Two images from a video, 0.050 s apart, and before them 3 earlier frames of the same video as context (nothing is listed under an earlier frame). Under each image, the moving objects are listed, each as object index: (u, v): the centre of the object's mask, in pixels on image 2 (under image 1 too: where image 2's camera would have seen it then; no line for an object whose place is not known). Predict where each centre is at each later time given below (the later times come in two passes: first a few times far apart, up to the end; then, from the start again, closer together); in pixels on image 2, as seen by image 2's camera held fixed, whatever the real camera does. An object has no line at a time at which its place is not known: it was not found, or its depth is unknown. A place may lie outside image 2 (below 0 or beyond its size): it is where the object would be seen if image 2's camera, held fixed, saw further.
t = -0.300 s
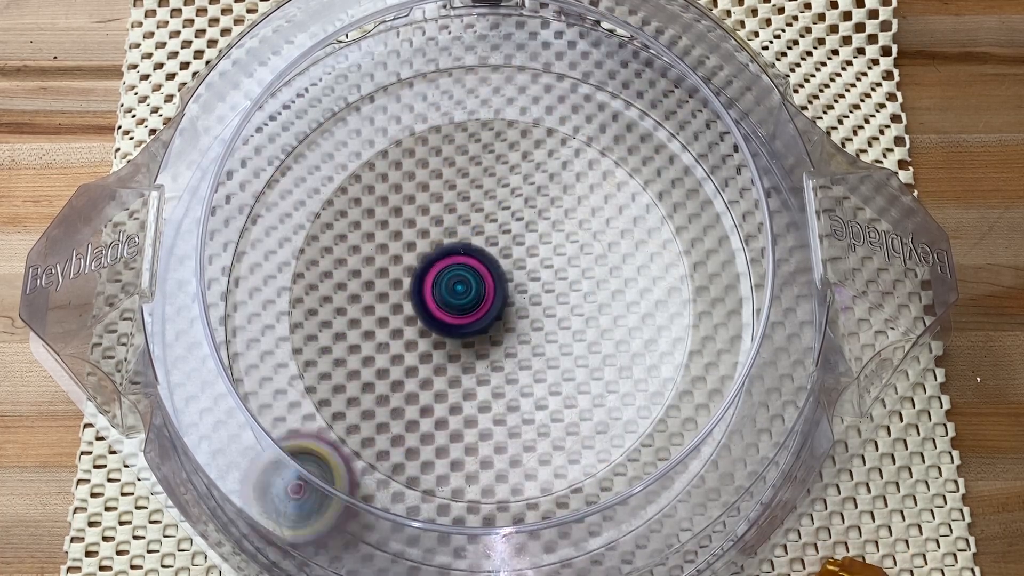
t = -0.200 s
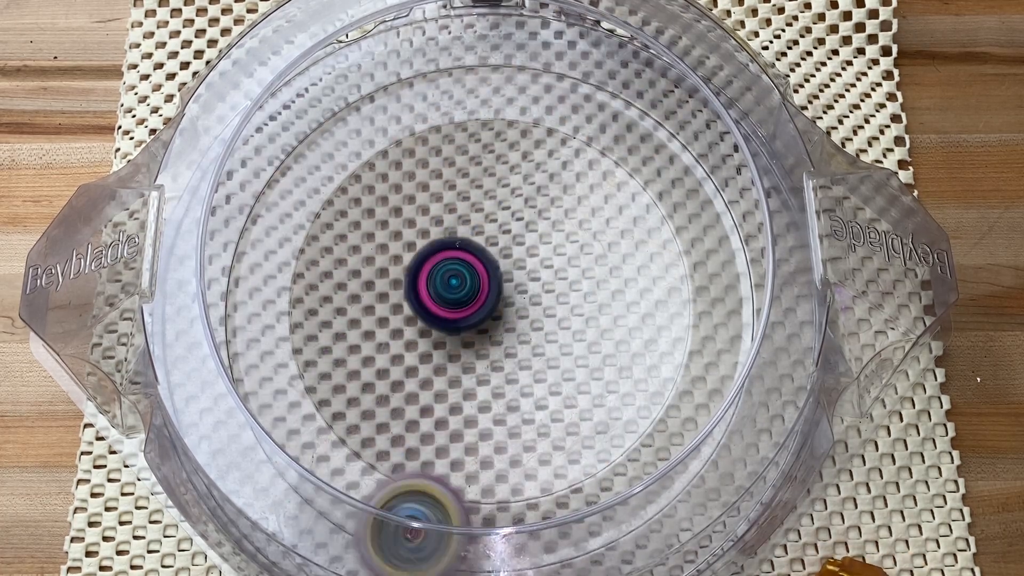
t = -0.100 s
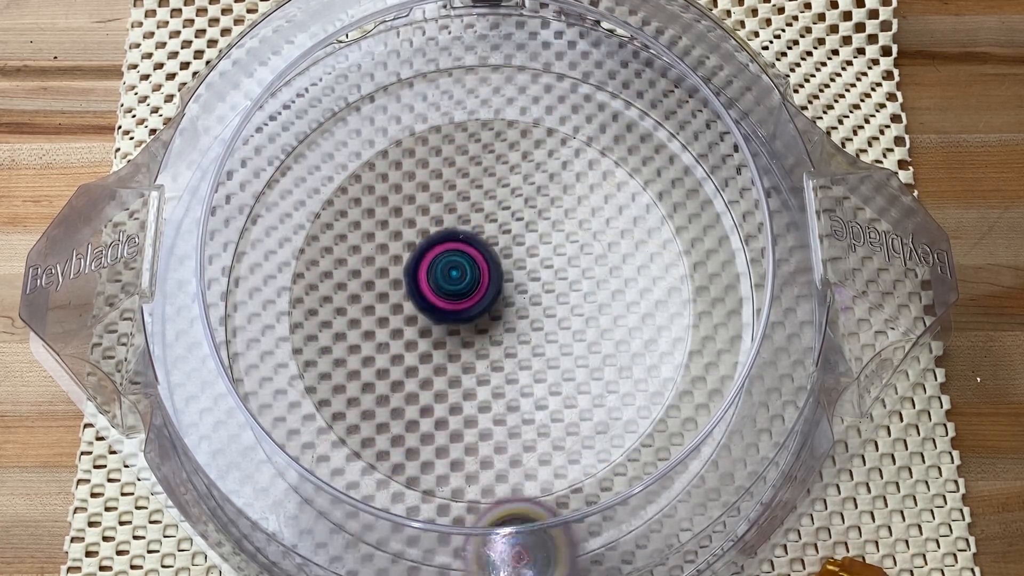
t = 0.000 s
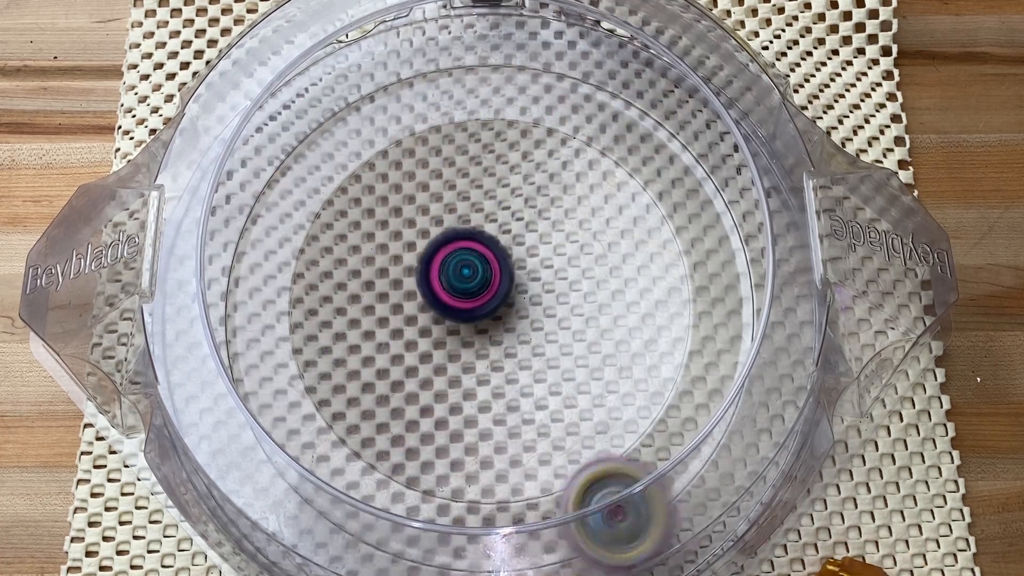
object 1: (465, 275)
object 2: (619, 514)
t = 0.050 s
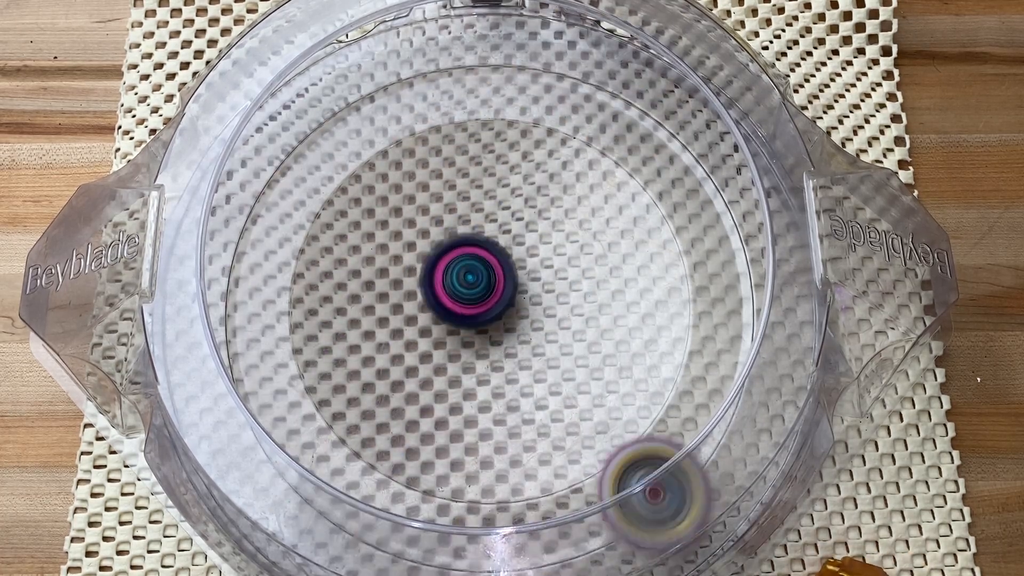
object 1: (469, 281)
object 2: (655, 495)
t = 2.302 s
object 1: (644, 215)
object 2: (684, 355)
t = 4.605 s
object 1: (463, 248)
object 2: (512, 327)
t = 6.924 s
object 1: (556, 373)
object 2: (498, 286)
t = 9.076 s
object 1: (428, 215)
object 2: (492, 339)
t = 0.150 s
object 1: (469, 292)
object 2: (707, 436)
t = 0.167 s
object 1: (469, 294)
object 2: (715, 426)
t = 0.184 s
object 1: (468, 295)
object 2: (720, 419)
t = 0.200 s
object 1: (468, 296)
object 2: (719, 406)
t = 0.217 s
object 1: (468, 297)
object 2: (724, 399)
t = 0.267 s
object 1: (466, 301)
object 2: (732, 374)
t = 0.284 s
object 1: (466, 302)
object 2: (734, 367)
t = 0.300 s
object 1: (465, 303)
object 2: (735, 360)
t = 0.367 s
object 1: (462, 306)
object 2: (733, 333)
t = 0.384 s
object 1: (462, 306)
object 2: (732, 327)
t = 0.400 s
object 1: (461, 307)
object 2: (721, 319)
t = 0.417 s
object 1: (460, 308)
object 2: (720, 313)
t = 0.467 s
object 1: (459, 309)
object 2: (717, 296)
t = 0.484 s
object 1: (458, 309)
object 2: (715, 291)
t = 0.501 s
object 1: (457, 309)
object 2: (711, 286)
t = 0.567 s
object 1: (456, 309)
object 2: (685, 261)
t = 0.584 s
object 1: (455, 309)
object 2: (676, 256)
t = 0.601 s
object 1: (455, 308)
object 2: (664, 251)
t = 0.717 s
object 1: (463, 309)
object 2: (547, 225)
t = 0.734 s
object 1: (465, 309)
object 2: (525, 225)
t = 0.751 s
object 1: (463, 315)
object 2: (506, 222)
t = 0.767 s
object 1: (456, 323)
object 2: (492, 212)
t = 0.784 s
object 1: (450, 330)
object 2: (478, 205)
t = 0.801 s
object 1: (446, 335)
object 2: (464, 198)
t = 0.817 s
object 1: (441, 338)
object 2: (449, 192)
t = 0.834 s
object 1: (438, 338)
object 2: (435, 190)
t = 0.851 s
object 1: (436, 338)
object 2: (422, 189)
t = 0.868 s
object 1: (433, 336)
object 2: (409, 189)
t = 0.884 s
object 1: (431, 334)
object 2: (397, 191)
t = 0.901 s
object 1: (429, 331)
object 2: (386, 194)
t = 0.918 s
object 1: (427, 329)
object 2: (376, 201)
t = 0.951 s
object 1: (425, 324)
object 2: (358, 214)
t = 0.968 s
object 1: (424, 320)
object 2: (352, 223)
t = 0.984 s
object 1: (424, 318)
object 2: (347, 233)
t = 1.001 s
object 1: (424, 314)
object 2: (342, 244)
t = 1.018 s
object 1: (425, 312)
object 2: (340, 256)
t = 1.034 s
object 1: (434, 314)
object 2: (330, 262)
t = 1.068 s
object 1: (461, 319)
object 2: (301, 273)
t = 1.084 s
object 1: (470, 320)
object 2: (289, 279)
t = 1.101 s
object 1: (478, 321)
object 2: (280, 287)
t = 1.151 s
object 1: (491, 325)
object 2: (258, 310)
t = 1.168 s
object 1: (492, 326)
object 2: (254, 316)
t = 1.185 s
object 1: (493, 329)
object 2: (251, 321)
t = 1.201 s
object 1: (494, 331)
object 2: (248, 326)
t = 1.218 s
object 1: (494, 334)
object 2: (246, 329)
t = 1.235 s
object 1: (494, 336)
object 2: (244, 333)
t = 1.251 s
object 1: (494, 339)
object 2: (245, 337)
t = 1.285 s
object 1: (492, 344)
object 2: (252, 349)
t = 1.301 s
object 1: (492, 345)
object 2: (256, 354)
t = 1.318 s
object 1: (491, 346)
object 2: (259, 359)
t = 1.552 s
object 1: (478, 357)
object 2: (298, 394)
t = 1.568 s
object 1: (477, 357)
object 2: (301, 395)
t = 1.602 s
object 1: (474, 356)
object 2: (309, 397)
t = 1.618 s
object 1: (473, 354)
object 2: (315, 397)
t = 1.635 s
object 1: (473, 353)
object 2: (323, 397)
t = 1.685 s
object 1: (471, 344)
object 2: (357, 394)
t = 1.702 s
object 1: (471, 342)
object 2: (371, 393)
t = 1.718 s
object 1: (474, 340)
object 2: (388, 392)
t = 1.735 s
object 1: (479, 335)
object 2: (401, 392)
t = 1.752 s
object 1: (486, 328)
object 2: (410, 398)
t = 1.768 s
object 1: (494, 322)
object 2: (421, 402)
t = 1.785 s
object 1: (500, 317)
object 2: (433, 407)
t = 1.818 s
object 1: (511, 312)
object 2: (463, 409)
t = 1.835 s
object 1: (516, 311)
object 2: (481, 408)
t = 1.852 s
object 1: (520, 311)
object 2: (497, 406)
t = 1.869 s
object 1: (523, 311)
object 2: (514, 402)
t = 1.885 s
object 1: (525, 304)
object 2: (531, 408)
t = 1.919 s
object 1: (526, 266)
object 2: (571, 435)
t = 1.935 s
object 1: (527, 251)
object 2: (590, 445)
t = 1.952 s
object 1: (529, 237)
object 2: (604, 449)
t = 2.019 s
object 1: (537, 200)
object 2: (671, 475)
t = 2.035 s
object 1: (541, 196)
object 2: (683, 477)
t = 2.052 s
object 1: (545, 193)
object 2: (691, 477)
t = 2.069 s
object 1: (551, 191)
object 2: (696, 471)
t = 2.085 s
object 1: (557, 189)
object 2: (699, 463)
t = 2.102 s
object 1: (564, 190)
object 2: (701, 456)
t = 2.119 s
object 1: (571, 191)
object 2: (702, 444)
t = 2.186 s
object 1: (603, 196)
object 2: (698, 404)
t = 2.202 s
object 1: (610, 198)
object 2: (697, 395)
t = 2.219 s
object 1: (617, 200)
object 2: (689, 384)
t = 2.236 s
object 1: (623, 203)
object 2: (690, 378)
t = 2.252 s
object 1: (629, 206)
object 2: (689, 373)
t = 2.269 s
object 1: (634, 208)
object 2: (689, 367)
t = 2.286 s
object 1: (640, 212)
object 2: (687, 362)
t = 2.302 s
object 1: (644, 215)
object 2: (684, 355)
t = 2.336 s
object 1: (652, 222)
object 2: (670, 339)
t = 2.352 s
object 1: (655, 226)
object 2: (662, 329)
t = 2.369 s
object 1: (658, 227)
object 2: (650, 321)
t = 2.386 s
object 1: (659, 225)
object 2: (639, 319)
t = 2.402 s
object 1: (660, 223)
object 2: (626, 322)
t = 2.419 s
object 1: (660, 222)
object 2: (614, 326)
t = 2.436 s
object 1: (659, 223)
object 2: (599, 330)
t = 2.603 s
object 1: (654, 253)
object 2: (480, 321)
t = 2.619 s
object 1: (653, 257)
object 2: (469, 320)
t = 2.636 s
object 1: (650, 261)
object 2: (459, 320)
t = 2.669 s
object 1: (645, 269)
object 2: (442, 321)
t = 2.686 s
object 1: (642, 272)
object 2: (435, 322)
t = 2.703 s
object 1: (638, 276)
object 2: (427, 323)
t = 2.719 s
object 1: (635, 280)
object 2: (424, 322)
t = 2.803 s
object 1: (610, 299)
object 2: (414, 319)
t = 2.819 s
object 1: (604, 303)
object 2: (414, 318)
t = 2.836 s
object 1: (597, 306)
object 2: (415, 319)
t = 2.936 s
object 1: (552, 323)
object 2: (445, 325)
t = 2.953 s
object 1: (547, 323)
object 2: (446, 326)
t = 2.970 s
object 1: (555, 319)
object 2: (436, 330)
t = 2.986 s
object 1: (561, 315)
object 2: (426, 334)
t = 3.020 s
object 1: (566, 308)
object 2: (410, 346)
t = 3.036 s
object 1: (565, 306)
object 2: (403, 350)
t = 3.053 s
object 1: (563, 305)
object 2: (396, 357)
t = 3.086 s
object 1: (557, 306)
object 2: (385, 366)
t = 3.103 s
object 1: (552, 308)
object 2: (381, 372)
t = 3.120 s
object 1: (548, 308)
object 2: (376, 377)
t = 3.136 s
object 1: (543, 308)
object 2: (370, 383)
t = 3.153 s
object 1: (539, 308)
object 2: (368, 389)
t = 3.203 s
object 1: (526, 306)
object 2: (363, 405)
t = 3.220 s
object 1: (522, 304)
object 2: (363, 409)
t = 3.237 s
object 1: (517, 302)
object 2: (362, 414)
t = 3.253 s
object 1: (513, 300)
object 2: (361, 417)
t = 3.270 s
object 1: (510, 298)
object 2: (361, 421)
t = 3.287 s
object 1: (506, 295)
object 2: (364, 425)
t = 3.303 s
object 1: (503, 293)
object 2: (367, 427)
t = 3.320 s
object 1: (499, 290)
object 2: (370, 428)
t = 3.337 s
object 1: (496, 287)
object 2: (374, 429)
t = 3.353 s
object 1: (493, 284)
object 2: (378, 428)
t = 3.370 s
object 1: (491, 281)
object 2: (381, 428)
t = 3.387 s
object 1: (489, 278)
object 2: (386, 429)
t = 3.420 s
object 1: (485, 272)
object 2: (398, 426)
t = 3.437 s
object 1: (484, 269)
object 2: (404, 423)
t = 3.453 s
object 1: (482, 266)
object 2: (412, 418)
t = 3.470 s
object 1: (480, 263)
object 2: (418, 413)
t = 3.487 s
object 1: (480, 261)
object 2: (423, 408)
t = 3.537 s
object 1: (478, 254)
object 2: (443, 387)
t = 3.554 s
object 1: (478, 251)
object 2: (450, 379)
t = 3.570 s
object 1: (478, 250)
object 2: (456, 368)
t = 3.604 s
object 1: (478, 246)
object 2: (465, 346)
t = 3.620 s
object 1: (479, 244)
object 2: (469, 336)
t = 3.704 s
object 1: (485, 224)
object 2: (478, 321)
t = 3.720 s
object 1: (485, 223)
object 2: (478, 319)
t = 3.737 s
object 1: (486, 222)
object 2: (479, 317)
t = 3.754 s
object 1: (487, 220)
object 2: (479, 318)
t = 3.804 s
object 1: (491, 219)
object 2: (473, 320)
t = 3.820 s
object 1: (492, 219)
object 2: (472, 322)
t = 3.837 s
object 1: (493, 220)
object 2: (473, 324)
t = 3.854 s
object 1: (494, 222)
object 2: (473, 325)
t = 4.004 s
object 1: (496, 240)
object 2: (475, 332)
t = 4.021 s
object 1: (497, 241)
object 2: (474, 335)
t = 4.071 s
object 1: (497, 248)
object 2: (475, 340)
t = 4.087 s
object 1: (496, 251)
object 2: (475, 342)
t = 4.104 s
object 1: (495, 252)
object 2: (477, 341)
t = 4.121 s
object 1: (495, 252)
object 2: (479, 344)
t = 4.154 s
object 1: (493, 256)
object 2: (479, 347)
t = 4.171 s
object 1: (492, 258)
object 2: (480, 348)
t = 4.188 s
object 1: (491, 257)
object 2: (481, 349)
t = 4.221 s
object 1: (489, 256)
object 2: (483, 356)
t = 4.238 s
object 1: (488, 257)
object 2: (483, 358)
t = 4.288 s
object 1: (485, 261)
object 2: (491, 353)
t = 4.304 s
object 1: (484, 261)
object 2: (491, 350)
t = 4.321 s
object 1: (482, 262)
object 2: (494, 351)
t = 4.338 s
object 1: (479, 258)
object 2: (499, 353)
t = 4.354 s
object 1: (476, 255)
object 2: (506, 354)
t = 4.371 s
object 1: (474, 254)
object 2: (510, 354)
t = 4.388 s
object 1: (472, 253)
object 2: (512, 354)
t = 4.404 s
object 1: (471, 253)
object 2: (515, 352)
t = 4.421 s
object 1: (471, 252)
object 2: (517, 351)
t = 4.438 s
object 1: (470, 253)
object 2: (519, 347)
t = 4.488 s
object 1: (468, 253)
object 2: (517, 337)
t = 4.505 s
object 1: (467, 253)
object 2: (517, 334)
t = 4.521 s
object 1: (465, 252)
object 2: (515, 331)
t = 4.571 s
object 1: (464, 249)
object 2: (515, 330)
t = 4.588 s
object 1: (463, 248)
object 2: (514, 328)
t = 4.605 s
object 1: (463, 248)
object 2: (512, 327)
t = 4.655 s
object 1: (464, 247)
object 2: (511, 328)
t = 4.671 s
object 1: (464, 247)
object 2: (510, 327)
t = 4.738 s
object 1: (466, 250)
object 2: (513, 330)
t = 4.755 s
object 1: (467, 252)
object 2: (513, 331)
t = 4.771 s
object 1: (467, 253)
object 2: (515, 333)
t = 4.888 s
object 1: (465, 264)
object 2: (535, 336)
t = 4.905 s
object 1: (465, 266)
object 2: (537, 333)
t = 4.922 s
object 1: (463, 268)
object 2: (537, 329)
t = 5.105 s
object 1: (447, 282)
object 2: (536, 318)
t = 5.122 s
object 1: (446, 283)
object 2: (535, 316)
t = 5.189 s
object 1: (446, 289)
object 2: (540, 317)
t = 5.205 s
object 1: (446, 292)
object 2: (541, 318)
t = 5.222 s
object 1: (446, 294)
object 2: (541, 317)
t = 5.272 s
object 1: (445, 301)
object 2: (540, 316)
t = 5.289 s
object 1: (444, 302)
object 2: (541, 316)
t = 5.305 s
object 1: (444, 303)
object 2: (542, 316)
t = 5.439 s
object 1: (443, 319)
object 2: (545, 309)
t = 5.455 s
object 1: (442, 320)
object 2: (550, 306)
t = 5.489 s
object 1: (445, 324)
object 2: (552, 301)
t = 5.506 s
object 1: (446, 327)
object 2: (554, 298)
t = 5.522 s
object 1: (447, 329)
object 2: (554, 295)
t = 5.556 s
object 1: (448, 333)
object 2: (551, 292)
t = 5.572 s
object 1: (449, 334)
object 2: (549, 290)
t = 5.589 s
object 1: (449, 335)
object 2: (545, 289)
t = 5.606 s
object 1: (450, 337)
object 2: (543, 289)
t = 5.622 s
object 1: (451, 338)
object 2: (540, 288)
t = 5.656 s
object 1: (451, 341)
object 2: (533, 288)
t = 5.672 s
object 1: (452, 341)
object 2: (531, 286)
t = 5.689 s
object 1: (451, 343)
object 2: (531, 282)
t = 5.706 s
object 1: (452, 344)
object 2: (531, 282)
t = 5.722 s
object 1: (454, 345)
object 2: (531, 279)
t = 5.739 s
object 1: (455, 346)
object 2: (531, 276)
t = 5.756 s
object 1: (458, 346)
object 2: (529, 277)
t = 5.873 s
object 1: (467, 354)
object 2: (520, 272)
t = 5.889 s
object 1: (468, 354)
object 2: (518, 271)
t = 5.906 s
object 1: (469, 356)
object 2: (516, 272)
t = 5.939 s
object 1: (468, 362)
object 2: (517, 264)
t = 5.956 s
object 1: (469, 364)
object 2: (515, 262)
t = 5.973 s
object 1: (468, 365)
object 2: (514, 262)
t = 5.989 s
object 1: (469, 365)
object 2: (512, 260)
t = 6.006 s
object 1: (470, 366)
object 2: (508, 261)
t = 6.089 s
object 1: (474, 366)
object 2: (497, 269)
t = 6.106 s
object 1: (475, 366)
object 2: (493, 272)
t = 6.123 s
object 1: (476, 367)
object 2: (493, 271)
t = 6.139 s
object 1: (476, 374)
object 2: (493, 263)
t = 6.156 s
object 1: (477, 380)
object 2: (491, 254)
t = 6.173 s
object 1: (478, 384)
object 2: (489, 244)
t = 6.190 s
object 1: (479, 386)
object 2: (485, 237)
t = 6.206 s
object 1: (481, 387)
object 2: (482, 233)
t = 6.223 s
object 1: (483, 389)
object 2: (477, 227)
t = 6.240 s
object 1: (484, 390)
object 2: (470, 224)
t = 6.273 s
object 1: (487, 391)
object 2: (459, 221)
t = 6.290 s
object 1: (488, 391)
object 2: (452, 221)
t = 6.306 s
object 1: (489, 390)
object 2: (447, 224)
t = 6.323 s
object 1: (491, 390)
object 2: (442, 226)
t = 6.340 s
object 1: (492, 388)
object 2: (435, 229)
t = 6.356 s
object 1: (493, 386)
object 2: (432, 236)
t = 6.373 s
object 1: (496, 386)
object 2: (429, 240)
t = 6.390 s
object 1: (497, 384)
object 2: (425, 247)
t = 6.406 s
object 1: (499, 383)
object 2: (425, 255)
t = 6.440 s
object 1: (503, 382)
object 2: (425, 269)
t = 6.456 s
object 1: (504, 381)
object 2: (429, 277)
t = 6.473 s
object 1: (505, 380)
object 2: (432, 283)
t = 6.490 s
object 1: (507, 378)
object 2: (434, 291)
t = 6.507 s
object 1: (508, 377)
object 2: (440, 297)
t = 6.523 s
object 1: (510, 376)
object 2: (446, 300)
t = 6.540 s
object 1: (515, 378)
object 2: (448, 301)
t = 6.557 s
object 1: (523, 384)
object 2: (444, 294)
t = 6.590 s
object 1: (536, 392)
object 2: (444, 284)
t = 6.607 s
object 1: (539, 393)
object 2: (443, 281)
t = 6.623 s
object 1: (540, 394)
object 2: (447, 277)
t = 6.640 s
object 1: (542, 394)
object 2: (447, 271)
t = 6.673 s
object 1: (546, 394)
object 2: (456, 269)
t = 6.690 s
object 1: (547, 394)
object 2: (456, 267)
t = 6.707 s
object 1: (549, 394)
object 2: (462, 268)
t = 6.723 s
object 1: (550, 393)
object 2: (465, 266)
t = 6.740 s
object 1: (551, 393)
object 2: (468, 268)
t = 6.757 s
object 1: (551, 392)
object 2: (474, 269)
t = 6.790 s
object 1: (553, 390)
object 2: (479, 272)
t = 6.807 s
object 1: (553, 389)
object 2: (482, 272)
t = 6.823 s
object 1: (554, 387)
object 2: (484, 276)
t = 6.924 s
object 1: (556, 373)
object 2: (498, 286)
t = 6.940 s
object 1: (557, 371)
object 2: (496, 286)
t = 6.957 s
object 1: (558, 370)
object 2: (496, 285)
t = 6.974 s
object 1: (559, 371)
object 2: (493, 279)
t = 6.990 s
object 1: (558, 371)
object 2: (490, 275)
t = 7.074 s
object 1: (555, 359)
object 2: (480, 255)
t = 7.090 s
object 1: (553, 356)
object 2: (479, 251)
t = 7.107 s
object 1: (553, 353)
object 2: (475, 250)
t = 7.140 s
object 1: (551, 347)
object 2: (469, 246)
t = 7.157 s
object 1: (550, 343)
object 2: (467, 248)
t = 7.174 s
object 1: (548, 341)
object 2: (465, 248)
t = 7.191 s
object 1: (547, 337)
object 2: (461, 250)
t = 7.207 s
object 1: (546, 334)
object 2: (460, 253)
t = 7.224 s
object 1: (545, 331)
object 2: (457, 257)
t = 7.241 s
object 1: (544, 328)
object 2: (457, 262)
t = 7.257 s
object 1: (542, 325)
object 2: (456, 266)
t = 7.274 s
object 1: (541, 321)
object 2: (457, 273)
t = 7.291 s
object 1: (544, 321)
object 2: (457, 275)
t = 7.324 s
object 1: (561, 330)
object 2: (439, 267)
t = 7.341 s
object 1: (567, 332)
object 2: (435, 264)
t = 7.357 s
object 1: (569, 333)
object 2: (429, 264)
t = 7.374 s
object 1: (570, 333)
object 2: (428, 263)
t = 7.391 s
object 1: (571, 334)
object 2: (426, 265)
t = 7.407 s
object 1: (569, 333)
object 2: (426, 265)
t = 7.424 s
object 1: (568, 333)
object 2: (425, 269)
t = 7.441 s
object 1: (567, 333)
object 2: (429, 270)
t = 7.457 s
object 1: (565, 332)
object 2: (429, 275)
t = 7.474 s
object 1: (564, 330)
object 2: (433, 277)
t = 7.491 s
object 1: (561, 330)
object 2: (435, 282)
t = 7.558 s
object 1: (552, 324)
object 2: (452, 296)
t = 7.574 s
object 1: (551, 323)
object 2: (459, 300)
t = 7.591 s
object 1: (556, 321)
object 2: (451, 300)
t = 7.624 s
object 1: (568, 317)
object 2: (439, 304)
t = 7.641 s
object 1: (569, 314)
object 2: (436, 305)
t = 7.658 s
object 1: (570, 313)
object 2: (432, 308)
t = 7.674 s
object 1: (570, 311)
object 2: (433, 311)
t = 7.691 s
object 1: (570, 309)
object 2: (432, 313)
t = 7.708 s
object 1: (569, 307)
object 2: (435, 316)
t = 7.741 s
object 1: (568, 304)
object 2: (441, 321)
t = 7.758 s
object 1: (567, 301)
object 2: (444, 322)
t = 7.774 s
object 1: (566, 300)
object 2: (449, 325)
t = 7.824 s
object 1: (563, 294)
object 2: (465, 326)
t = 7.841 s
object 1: (562, 292)
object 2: (471, 327)
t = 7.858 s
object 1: (564, 289)
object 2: (474, 326)
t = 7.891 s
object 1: (569, 282)
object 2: (473, 326)
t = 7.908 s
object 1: (570, 281)
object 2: (474, 327)
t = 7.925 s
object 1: (571, 279)
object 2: (475, 325)
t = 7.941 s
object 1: (572, 277)
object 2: (478, 324)
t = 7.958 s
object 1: (572, 275)
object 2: (480, 321)
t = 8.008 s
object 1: (573, 270)
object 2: (486, 312)
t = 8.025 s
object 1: (575, 268)
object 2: (485, 309)
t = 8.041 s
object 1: (574, 267)
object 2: (483, 307)
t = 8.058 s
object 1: (574, 265)
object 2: (479, 306)
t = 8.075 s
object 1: (573, 264)
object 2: (478, 303)
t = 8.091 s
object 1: (572, 262)
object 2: (473, 302)
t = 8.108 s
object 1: (571, 262)
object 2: (470, 301)
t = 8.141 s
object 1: (569, 259)
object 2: (463, 299)
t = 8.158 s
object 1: (568, 259)
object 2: (458, 300)
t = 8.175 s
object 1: (566, 258)
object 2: (456, 301)
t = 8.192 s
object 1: (565, 258)
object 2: (452, 302)
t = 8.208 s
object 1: (562, 257)
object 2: (450, 304)
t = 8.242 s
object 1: (558, 257)
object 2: (448, 309)
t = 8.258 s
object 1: (556, 255)
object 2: (448, 313)
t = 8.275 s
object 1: (553, 256)
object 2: (450, 315)
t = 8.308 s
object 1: (548, 255)
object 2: (455, 320)
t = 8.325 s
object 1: (544, 254)
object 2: (459, 322)
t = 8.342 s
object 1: (541, 253)
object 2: (464, 322)
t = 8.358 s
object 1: (537, 254)
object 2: (468, 323)
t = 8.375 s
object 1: (536, 252)
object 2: (474, 321)
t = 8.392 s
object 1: (533, 248)
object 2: (477, 325)
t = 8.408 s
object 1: (530, 242)
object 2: (481, 329)
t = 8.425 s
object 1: (528, 240)
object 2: (481, 334)
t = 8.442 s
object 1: (525, 237)
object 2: (485, 335)
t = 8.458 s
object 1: (522, 237)
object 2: (486, 338)
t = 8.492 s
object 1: (516, 234)
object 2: (493, 338)
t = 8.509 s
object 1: (513, 233)
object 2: (499, 336)
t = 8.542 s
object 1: (507, 231)
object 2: (504, 331)
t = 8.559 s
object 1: (505, 229)
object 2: (505, 330)
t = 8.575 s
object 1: (502, 229)
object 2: (509, 325)
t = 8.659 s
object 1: (485, 220)
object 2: (517, 311)
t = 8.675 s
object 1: (482, 219)
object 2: (519, 309)
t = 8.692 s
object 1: (479, 217)
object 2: (519, 309)
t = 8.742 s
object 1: (472, 213)
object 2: (518, 301)
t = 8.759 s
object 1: (468, 212)
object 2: (516, 299)
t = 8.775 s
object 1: (467, 211)
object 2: (513, 296)
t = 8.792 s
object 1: (464, 210)
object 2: (510, 294)
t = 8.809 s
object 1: (462, 208)
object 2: (507, 291)
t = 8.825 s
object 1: (459, 208)
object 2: (503, 290)
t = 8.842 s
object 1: (457, 206)
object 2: (498, 288)
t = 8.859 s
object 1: (454, 206)
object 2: (494, 291)
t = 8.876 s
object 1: (452, 205)
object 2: (490, 293)
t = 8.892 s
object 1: (450, 206)
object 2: (488, 297)
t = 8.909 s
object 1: (448, 205)
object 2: (485, 300)
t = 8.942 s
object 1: (443, 206)
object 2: (481, 308)
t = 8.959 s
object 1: (442, 207)
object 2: (481, 312)
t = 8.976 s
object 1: (439, 207)
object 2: (480, 317)
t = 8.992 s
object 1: (437, 209)
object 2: (481, 321)
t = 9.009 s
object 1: (435, 209)
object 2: (481, 326)
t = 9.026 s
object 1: (434, 211)
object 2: (484, 329)
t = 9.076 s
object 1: (428, 215)
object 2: (492, 339)
